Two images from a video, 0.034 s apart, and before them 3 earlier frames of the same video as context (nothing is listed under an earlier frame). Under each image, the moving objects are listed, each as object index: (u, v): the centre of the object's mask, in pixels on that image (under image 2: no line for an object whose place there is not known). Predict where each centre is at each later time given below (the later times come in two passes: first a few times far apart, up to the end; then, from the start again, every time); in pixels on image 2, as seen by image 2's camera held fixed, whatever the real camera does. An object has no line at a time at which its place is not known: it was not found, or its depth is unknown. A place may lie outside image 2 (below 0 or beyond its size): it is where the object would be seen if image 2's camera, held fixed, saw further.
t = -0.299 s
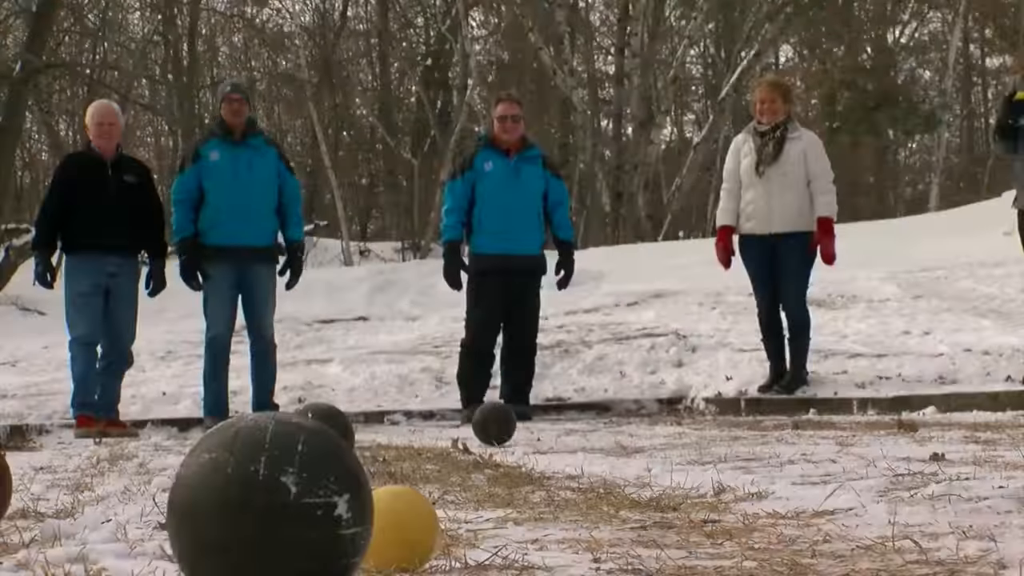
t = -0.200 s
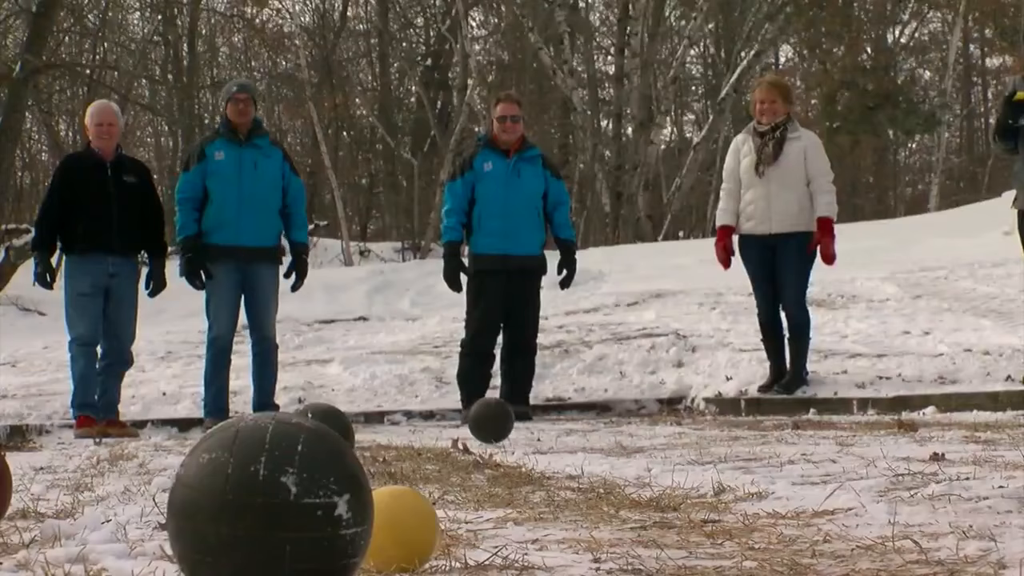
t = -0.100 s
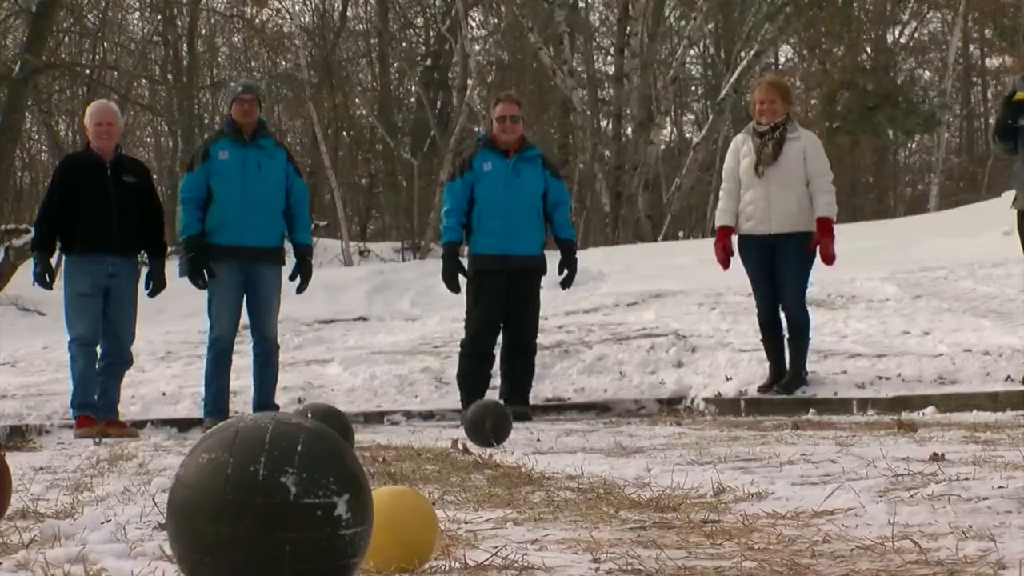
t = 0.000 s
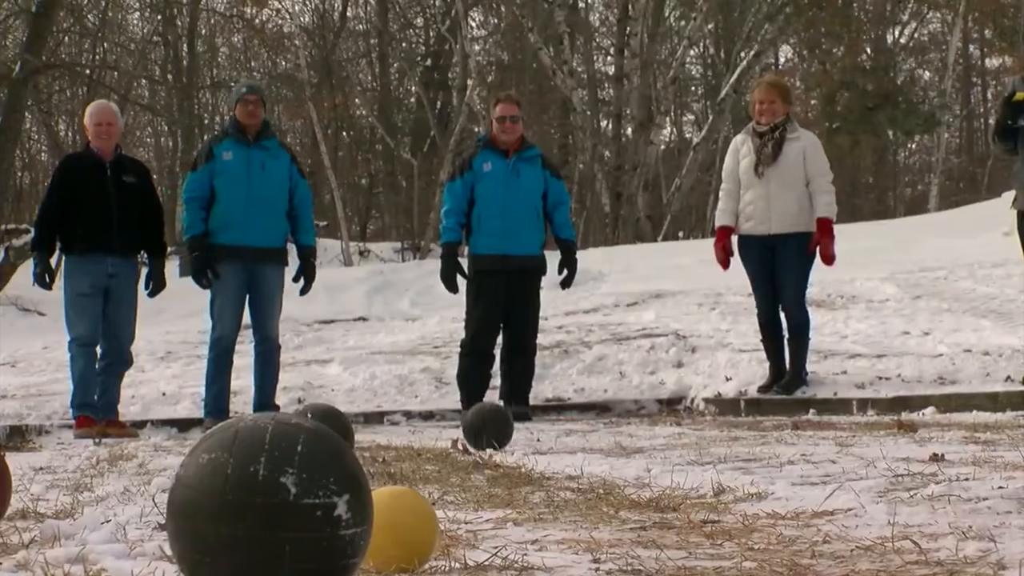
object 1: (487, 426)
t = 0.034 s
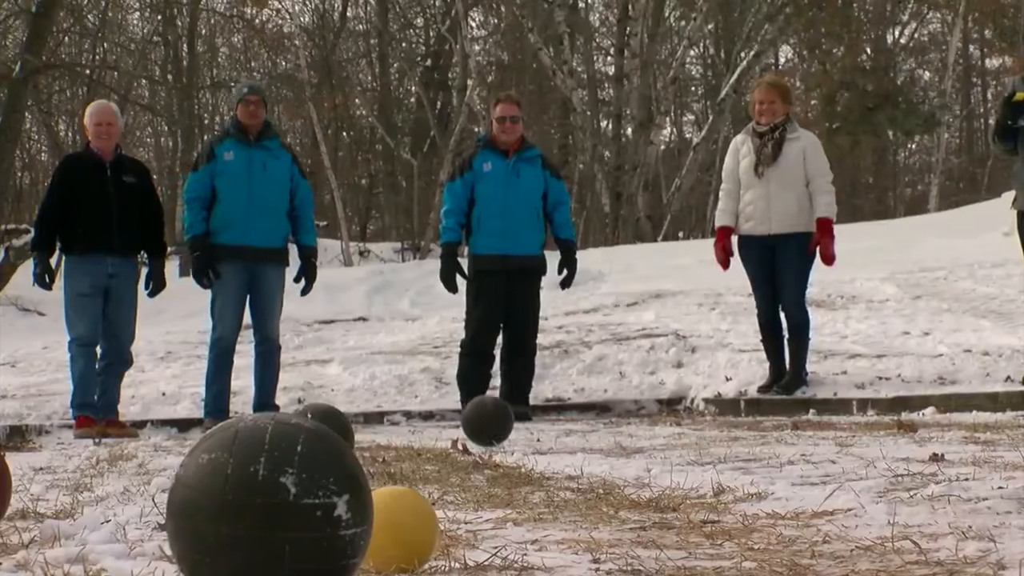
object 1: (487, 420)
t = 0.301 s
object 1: (492, 430)
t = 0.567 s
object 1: (486, 434)
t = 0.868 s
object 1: (477, 442)
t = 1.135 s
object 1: (479, 450)
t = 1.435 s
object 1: (489, 459)
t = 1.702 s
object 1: (499, 463)
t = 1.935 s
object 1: (526, 477)
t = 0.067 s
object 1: (487, 418)
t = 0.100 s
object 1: (487, 420)
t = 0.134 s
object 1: (488, 427)
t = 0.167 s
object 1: (488, 425)
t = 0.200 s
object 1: (489, 419)
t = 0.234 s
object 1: (490, 419)
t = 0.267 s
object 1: (491, 425)
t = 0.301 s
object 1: (492, 430)
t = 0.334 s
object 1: (492, 429)
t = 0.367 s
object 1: (491, 430)
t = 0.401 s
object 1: (490, 431)
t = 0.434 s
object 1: (490, 431)
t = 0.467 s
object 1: (489, 431)
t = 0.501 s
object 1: (488, 431)
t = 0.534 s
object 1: (487, 434)
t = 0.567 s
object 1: (486, 434)
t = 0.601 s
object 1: (485, 434)
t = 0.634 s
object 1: (484, 435)
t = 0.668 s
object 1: (483, 436)
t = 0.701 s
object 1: (481, 435)
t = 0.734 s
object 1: (480, 439)
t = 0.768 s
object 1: (479, 440)
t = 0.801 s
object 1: (478, 441)
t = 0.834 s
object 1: (478, 443)
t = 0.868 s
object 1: (477, 442)
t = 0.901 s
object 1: (476, 443)
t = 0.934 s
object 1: (476, 443)
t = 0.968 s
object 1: (476, 444)
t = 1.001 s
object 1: (476, 446)
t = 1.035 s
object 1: (476, 448)
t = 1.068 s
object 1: (477, 448)
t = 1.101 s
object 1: (478, 449)
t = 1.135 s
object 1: (479, 450)
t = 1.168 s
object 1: (481, 450)
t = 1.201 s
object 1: (482, 453)
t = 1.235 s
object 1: (483, 454)
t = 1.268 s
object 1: (484, 453)
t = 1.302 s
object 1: (485, 456)
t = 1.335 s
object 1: (486, 459)
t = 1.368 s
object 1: (487, 458)
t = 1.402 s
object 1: (488, 460)
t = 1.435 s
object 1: (489, 459)
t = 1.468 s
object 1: (490, 461)
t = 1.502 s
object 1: (491, 458)
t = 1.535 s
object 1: (492, 459)
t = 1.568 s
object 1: (494, 461)
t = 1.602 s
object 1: (495, 462)
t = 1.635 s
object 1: (497, 463)
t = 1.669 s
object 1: (498, 461)
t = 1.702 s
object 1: (499, 463)
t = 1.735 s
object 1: (501, 467)
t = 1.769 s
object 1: (504, 465)
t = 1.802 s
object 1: (508, 469)
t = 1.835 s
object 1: (511, 473)
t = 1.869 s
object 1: (515, 476)
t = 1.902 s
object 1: (519, 480)
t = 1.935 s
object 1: (526, 477)
